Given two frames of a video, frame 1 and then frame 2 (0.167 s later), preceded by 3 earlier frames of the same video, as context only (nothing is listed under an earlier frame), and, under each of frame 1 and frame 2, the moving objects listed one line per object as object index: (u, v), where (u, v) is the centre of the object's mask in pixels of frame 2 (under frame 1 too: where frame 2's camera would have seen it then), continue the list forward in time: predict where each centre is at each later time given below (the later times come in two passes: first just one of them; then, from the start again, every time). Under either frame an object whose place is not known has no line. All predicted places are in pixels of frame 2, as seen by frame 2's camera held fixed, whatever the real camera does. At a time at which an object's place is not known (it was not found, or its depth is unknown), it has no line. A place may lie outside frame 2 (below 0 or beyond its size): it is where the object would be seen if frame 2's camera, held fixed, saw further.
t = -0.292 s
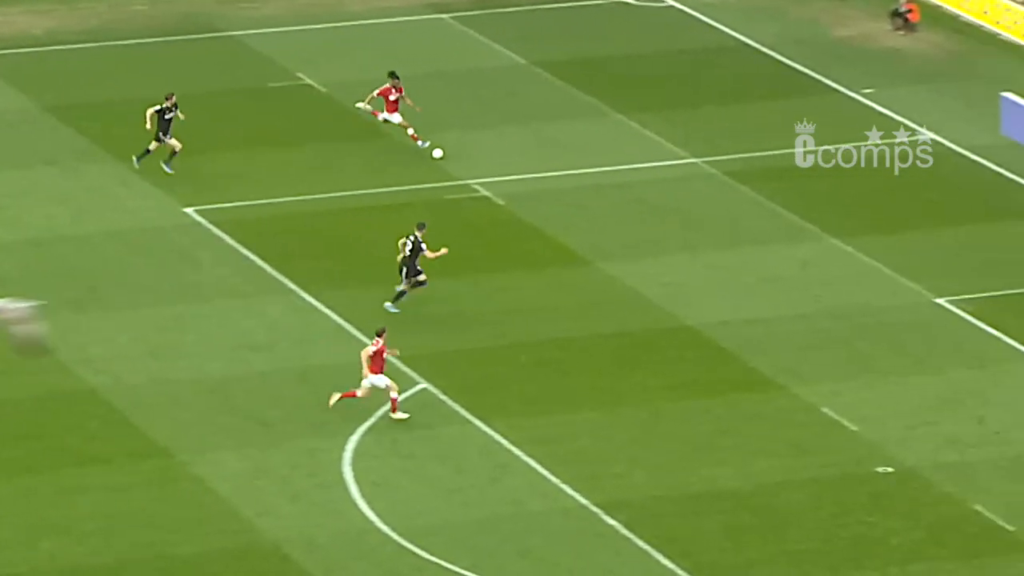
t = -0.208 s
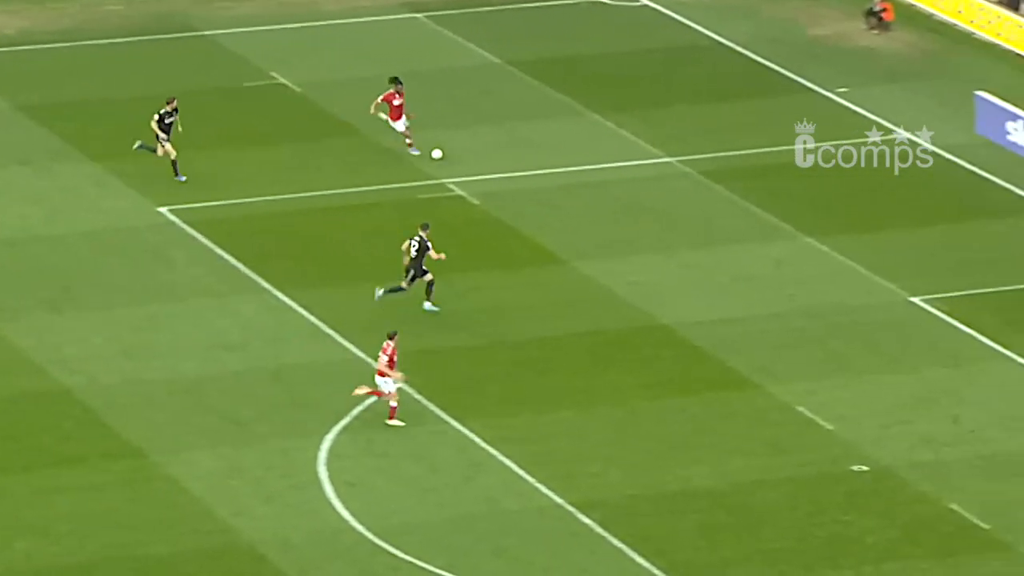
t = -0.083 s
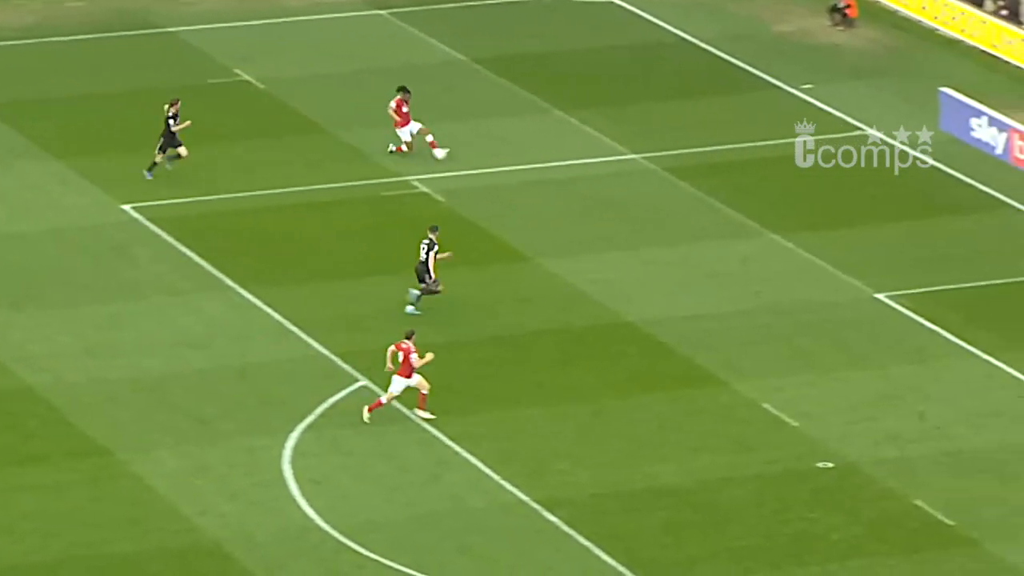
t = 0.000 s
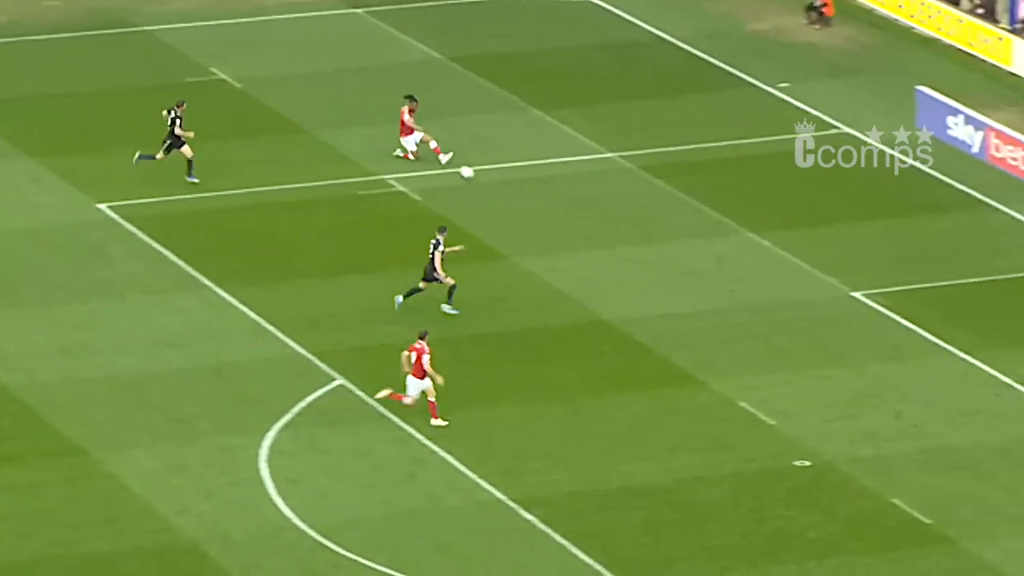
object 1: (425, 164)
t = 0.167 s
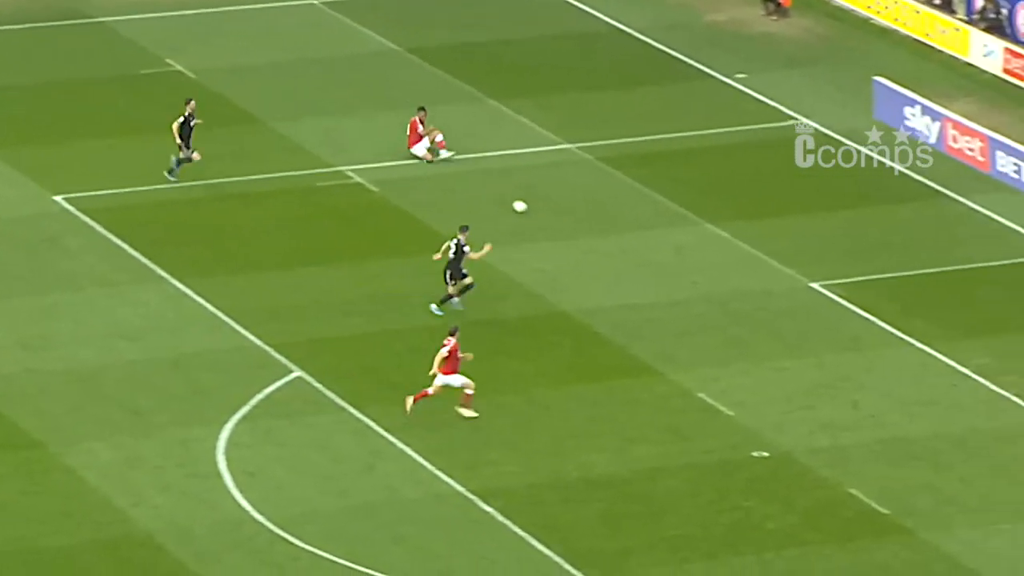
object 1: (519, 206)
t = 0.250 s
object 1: (562, 224)
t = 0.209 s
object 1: (541, 214)
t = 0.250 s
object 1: (562, 224)
